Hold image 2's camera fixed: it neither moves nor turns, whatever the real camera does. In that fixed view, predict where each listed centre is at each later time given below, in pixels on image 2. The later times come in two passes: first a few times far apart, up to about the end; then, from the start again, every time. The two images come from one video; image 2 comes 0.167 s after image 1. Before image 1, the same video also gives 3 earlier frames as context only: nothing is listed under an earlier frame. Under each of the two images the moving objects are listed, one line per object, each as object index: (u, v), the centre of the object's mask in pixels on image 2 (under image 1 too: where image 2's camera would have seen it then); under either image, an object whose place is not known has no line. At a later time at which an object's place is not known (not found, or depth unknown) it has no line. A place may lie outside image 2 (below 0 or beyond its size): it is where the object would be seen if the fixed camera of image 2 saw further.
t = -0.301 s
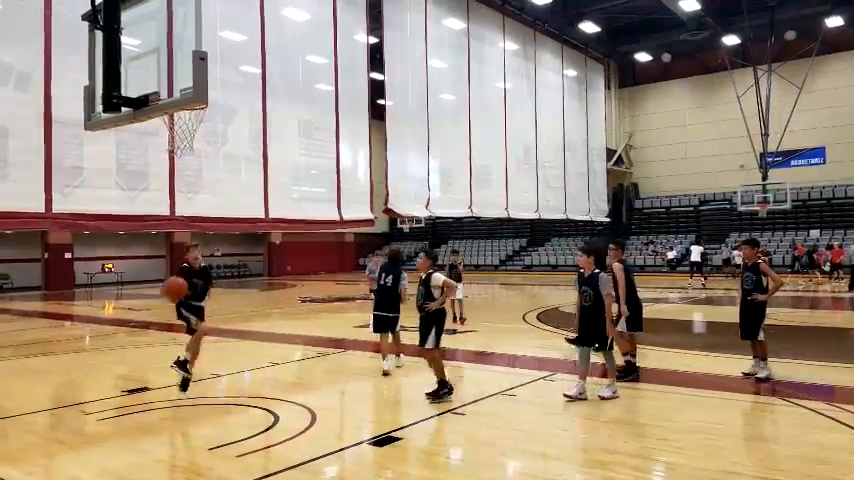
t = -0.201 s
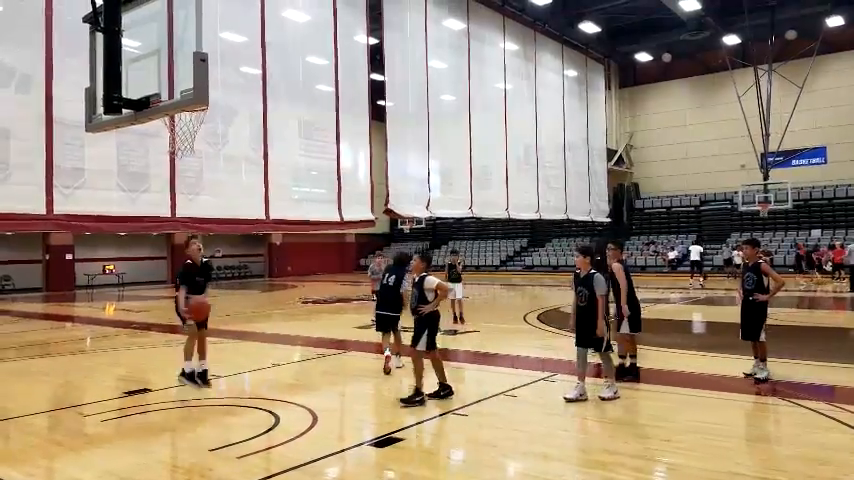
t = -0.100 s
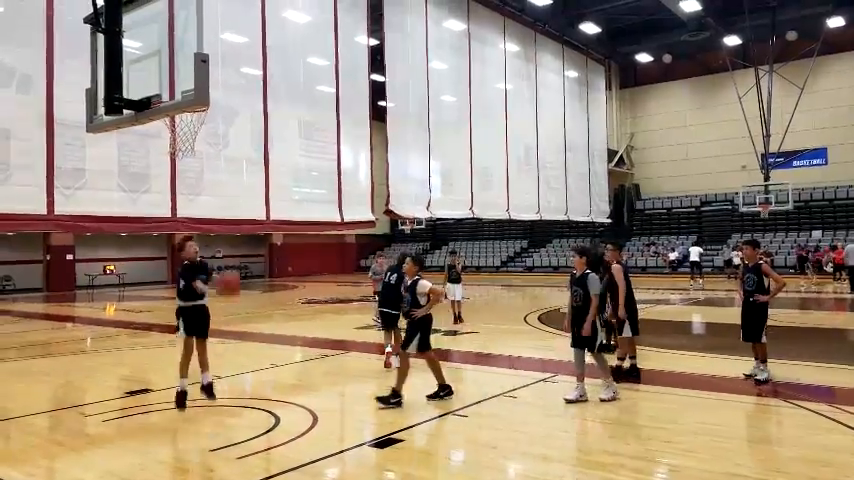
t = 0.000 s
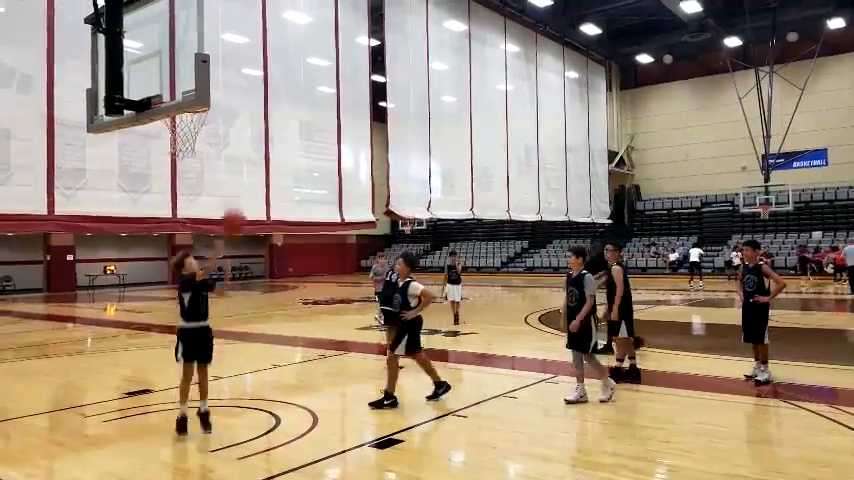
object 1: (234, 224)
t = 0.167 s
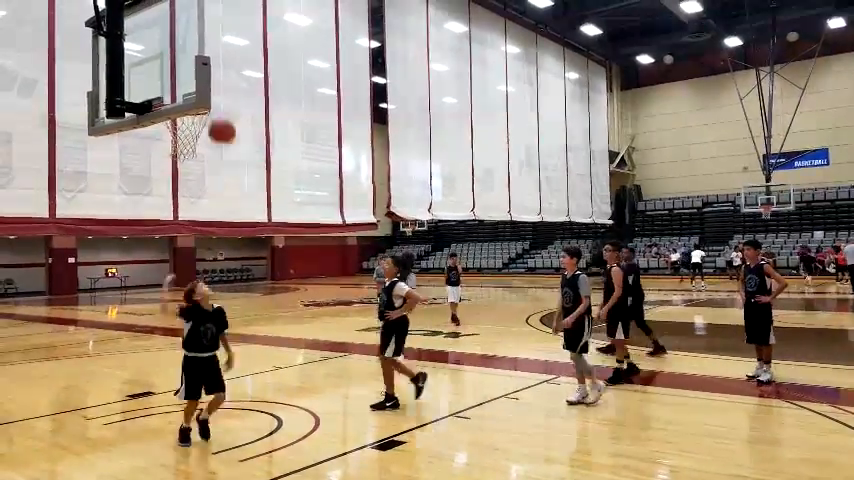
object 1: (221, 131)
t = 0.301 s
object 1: (217, 76)
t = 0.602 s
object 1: (207, 20)
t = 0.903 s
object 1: (236, 74)
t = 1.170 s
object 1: (264, 206)
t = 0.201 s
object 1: (220, 116)
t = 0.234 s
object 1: (219, 102)
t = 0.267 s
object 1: (218, 88)
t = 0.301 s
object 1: (217, 76)
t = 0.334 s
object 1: (214, 64)
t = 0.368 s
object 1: (207, 53)
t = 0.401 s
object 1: (205, 44)
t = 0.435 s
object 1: (197, 35)
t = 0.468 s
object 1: (197, 30)
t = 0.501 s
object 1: (195, 24)
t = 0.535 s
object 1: (198, 22)
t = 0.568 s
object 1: (203, 19)
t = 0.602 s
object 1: (207, 20)
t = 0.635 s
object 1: (212, 22)
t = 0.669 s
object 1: (214, 24)
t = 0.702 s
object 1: (216, 27)
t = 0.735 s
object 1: (218, 32)
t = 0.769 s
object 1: (222, 38)
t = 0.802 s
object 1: (225, 45)
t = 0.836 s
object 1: (229, 54)
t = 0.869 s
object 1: (232, 62)
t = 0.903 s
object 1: (236, 74)
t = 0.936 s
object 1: (239, 86)
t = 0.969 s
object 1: (243, 99)
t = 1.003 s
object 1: (246, 114)
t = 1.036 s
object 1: (250, 130)
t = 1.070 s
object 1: (253, 146)
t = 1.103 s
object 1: (256, 165)
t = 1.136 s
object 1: (260, 185)
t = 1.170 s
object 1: (264, 206)
